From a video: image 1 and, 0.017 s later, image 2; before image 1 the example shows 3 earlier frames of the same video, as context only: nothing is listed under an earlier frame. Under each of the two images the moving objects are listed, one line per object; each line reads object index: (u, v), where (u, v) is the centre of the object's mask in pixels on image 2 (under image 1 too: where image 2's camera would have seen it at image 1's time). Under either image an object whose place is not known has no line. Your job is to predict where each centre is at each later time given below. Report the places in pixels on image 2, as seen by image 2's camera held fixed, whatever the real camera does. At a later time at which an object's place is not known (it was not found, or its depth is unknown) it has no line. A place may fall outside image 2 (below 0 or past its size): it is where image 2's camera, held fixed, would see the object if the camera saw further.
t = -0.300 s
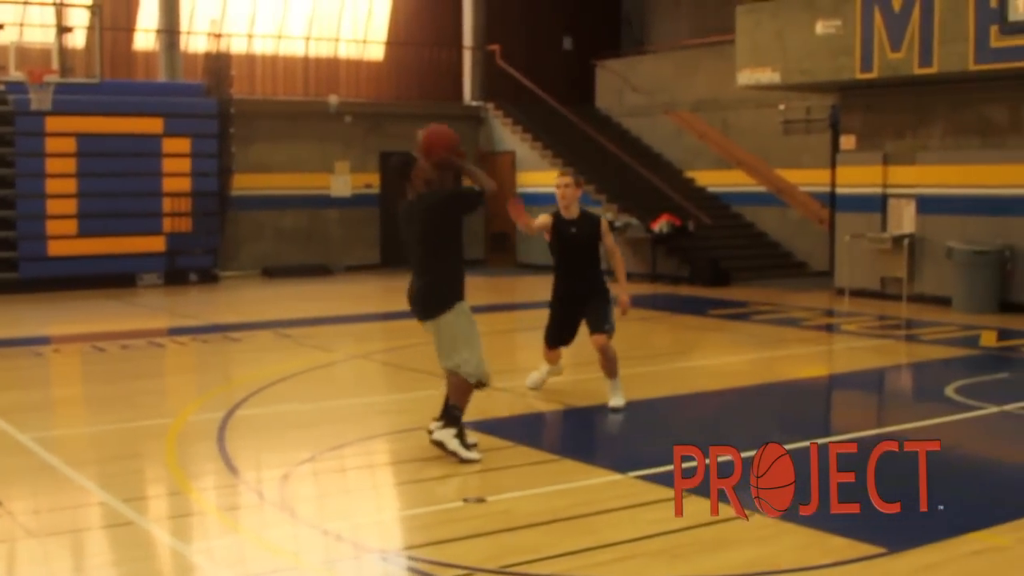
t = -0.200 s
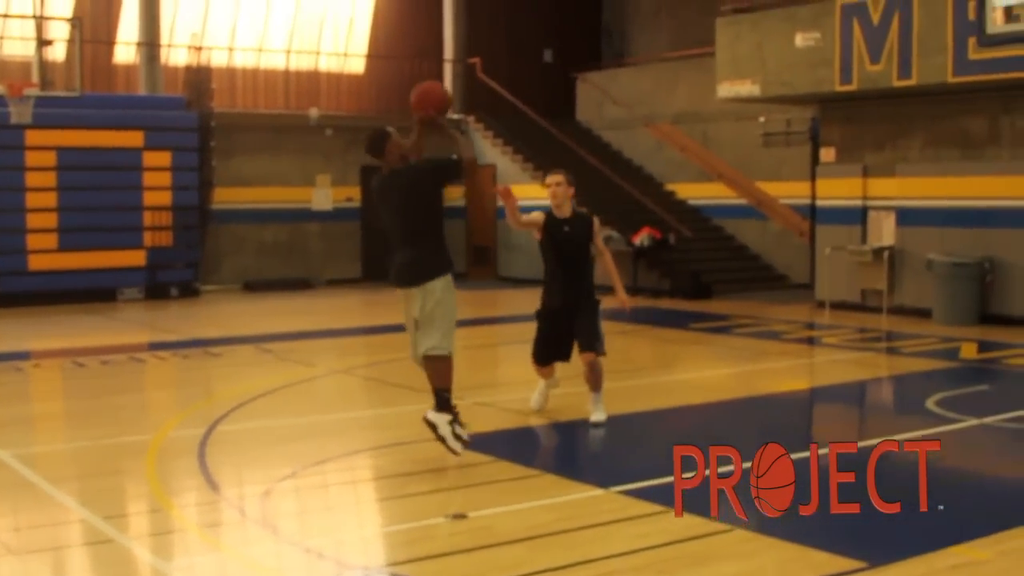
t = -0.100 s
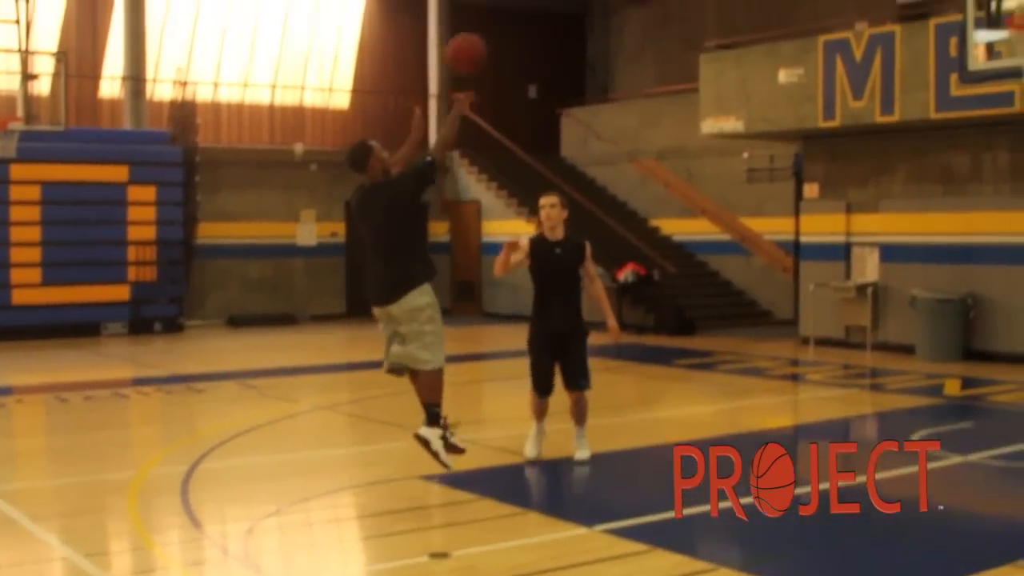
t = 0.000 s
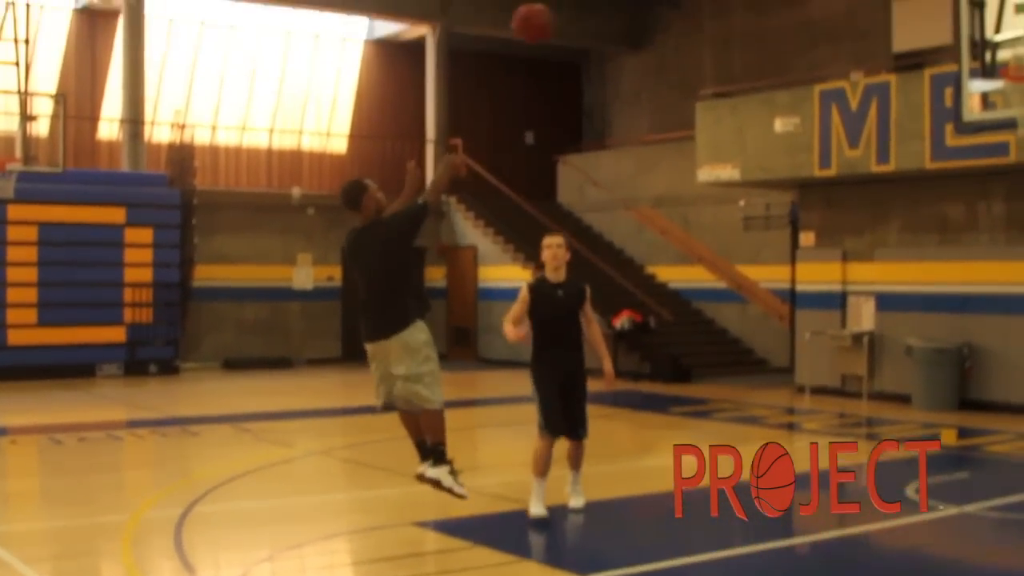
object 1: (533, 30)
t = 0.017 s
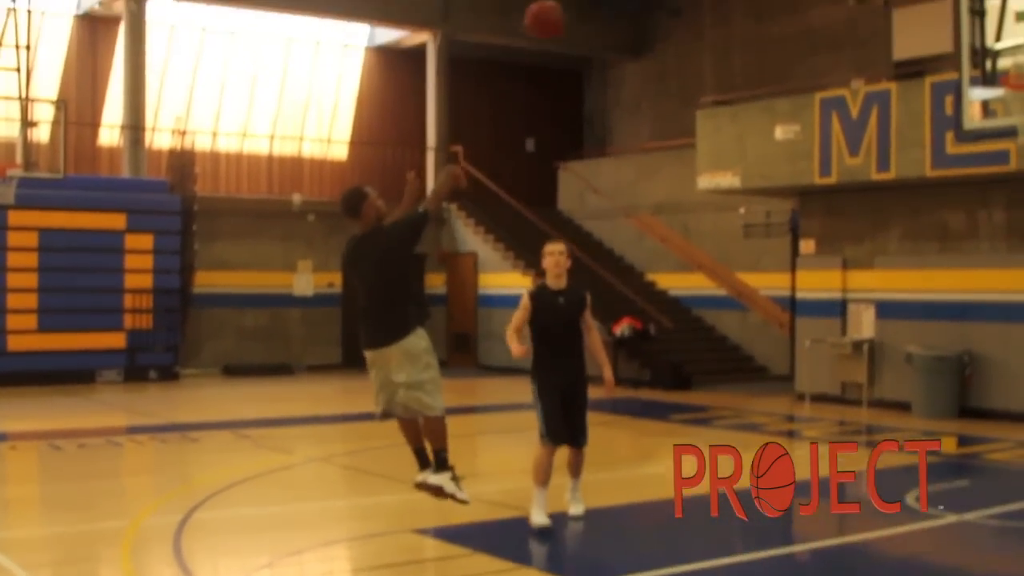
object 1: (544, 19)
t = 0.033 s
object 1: (555, 11)
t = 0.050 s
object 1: (566, 2)
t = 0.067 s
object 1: (577, -6)
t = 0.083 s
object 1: (588, -13)
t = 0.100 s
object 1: (599, -21)
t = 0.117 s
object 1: (609, -28)
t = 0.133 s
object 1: (619, -34)
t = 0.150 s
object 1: (630, -40)
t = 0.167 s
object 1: (641, -47)
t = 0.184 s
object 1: (650, -53)
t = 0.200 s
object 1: (661, -58)
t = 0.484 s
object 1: (819, -94)
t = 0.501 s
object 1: (827, -92)
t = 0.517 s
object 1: (836, -90)
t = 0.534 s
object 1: (845, -87)
